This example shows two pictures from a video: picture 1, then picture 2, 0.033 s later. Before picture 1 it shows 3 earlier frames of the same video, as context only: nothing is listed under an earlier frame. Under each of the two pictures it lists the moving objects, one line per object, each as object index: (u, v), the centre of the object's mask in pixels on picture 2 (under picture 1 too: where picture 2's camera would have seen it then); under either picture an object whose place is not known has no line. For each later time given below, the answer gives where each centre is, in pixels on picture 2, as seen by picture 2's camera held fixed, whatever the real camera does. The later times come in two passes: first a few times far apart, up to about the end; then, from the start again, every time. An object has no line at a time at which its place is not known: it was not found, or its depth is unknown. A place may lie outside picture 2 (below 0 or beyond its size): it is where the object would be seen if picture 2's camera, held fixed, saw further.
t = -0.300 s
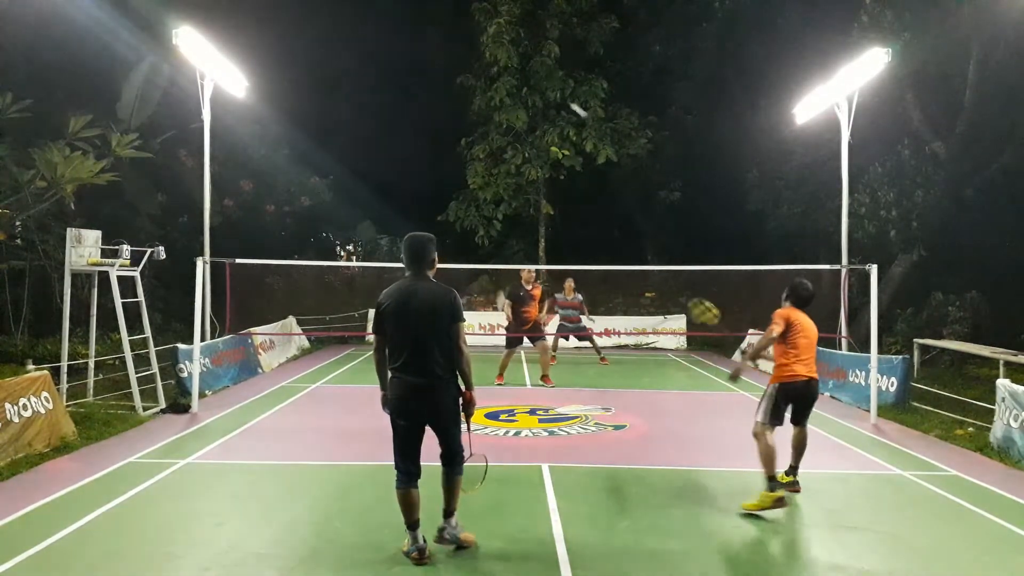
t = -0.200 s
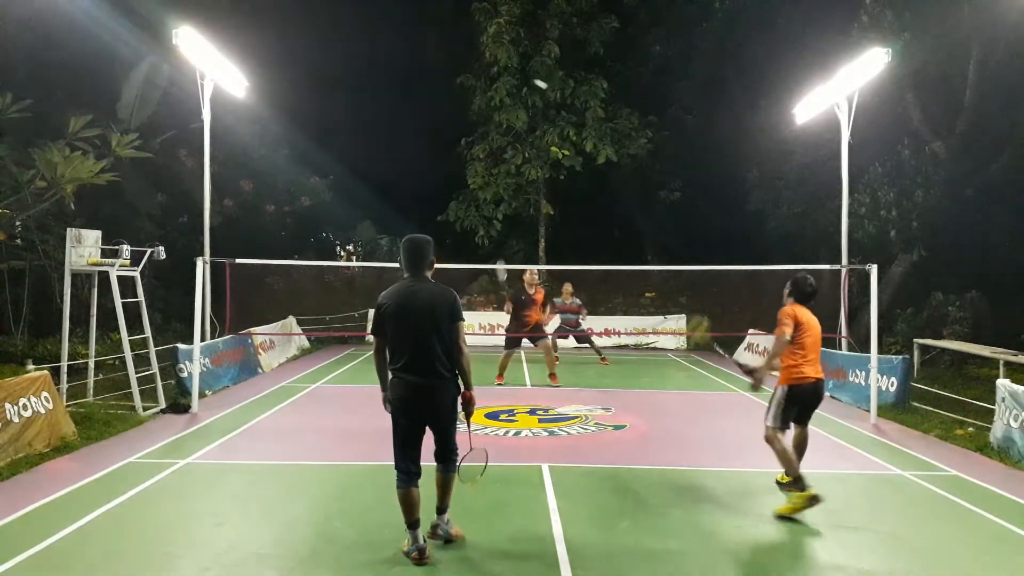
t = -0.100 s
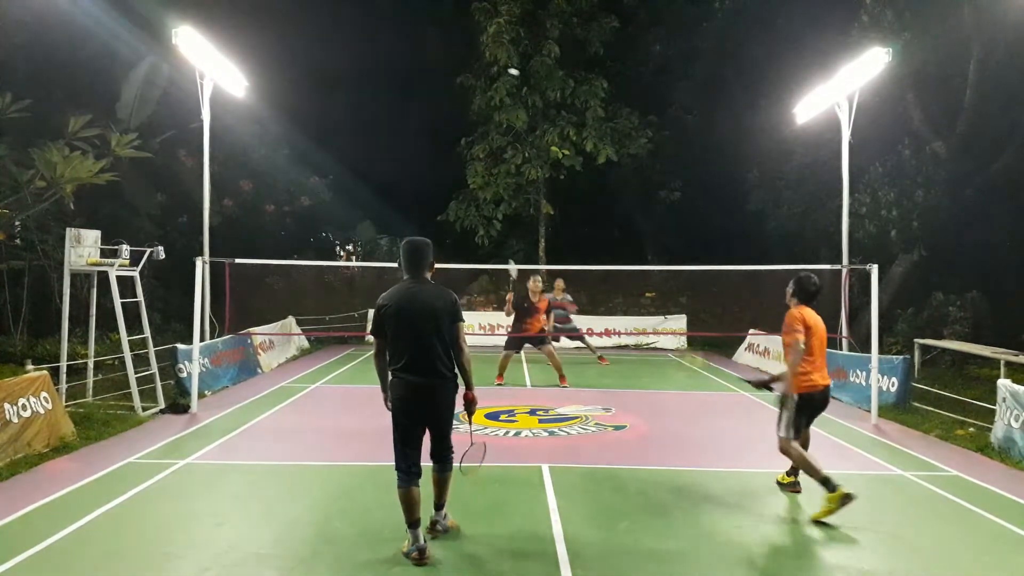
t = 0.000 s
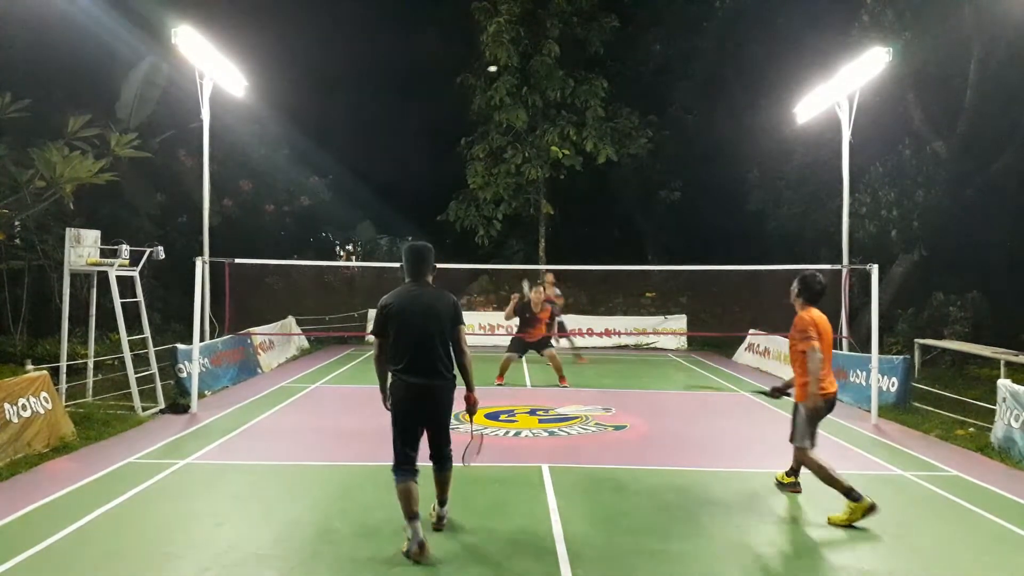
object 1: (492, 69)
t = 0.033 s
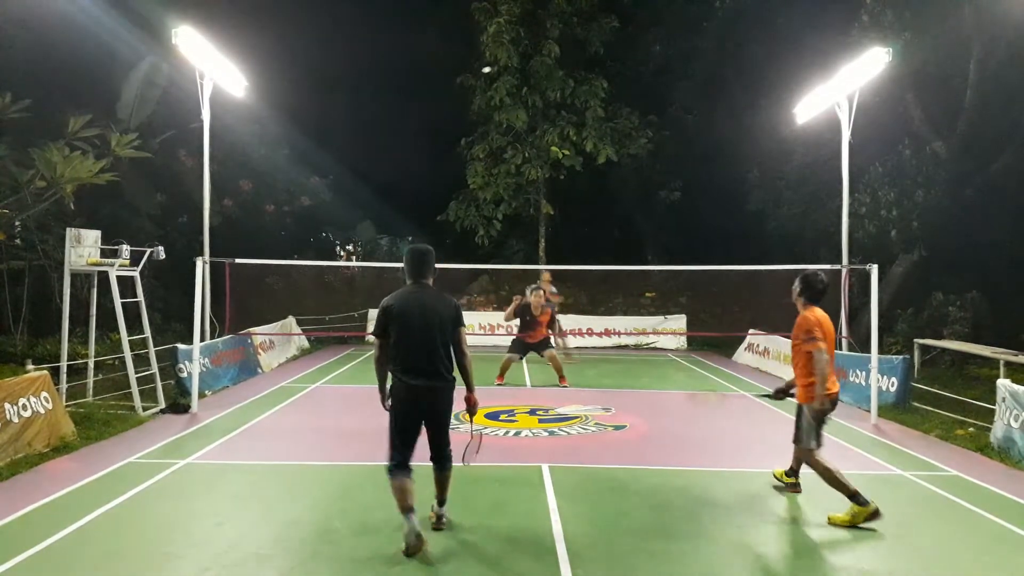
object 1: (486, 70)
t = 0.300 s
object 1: (450, 100)
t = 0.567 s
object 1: (429, 161)
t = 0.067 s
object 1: (481, 71)
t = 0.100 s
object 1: (475, 74)
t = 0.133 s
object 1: (470, 77)
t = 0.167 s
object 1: (465, 80)
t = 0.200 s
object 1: (461, 85)
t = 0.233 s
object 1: (458, 89)
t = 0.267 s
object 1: (454, 94)
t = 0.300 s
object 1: (450, 100)
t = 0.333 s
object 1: (447, 106)
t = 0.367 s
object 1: (443, 113)
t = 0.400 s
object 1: (441, 120)
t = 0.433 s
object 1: (438, 127)
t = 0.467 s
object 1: (435, 136)
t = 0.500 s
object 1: (433, 144)
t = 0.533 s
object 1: (431, 152)
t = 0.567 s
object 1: (429, 161)
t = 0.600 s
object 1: (427, 170)
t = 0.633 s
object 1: (425, 179)
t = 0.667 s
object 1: (423, 189)
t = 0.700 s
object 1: (422, 199)
